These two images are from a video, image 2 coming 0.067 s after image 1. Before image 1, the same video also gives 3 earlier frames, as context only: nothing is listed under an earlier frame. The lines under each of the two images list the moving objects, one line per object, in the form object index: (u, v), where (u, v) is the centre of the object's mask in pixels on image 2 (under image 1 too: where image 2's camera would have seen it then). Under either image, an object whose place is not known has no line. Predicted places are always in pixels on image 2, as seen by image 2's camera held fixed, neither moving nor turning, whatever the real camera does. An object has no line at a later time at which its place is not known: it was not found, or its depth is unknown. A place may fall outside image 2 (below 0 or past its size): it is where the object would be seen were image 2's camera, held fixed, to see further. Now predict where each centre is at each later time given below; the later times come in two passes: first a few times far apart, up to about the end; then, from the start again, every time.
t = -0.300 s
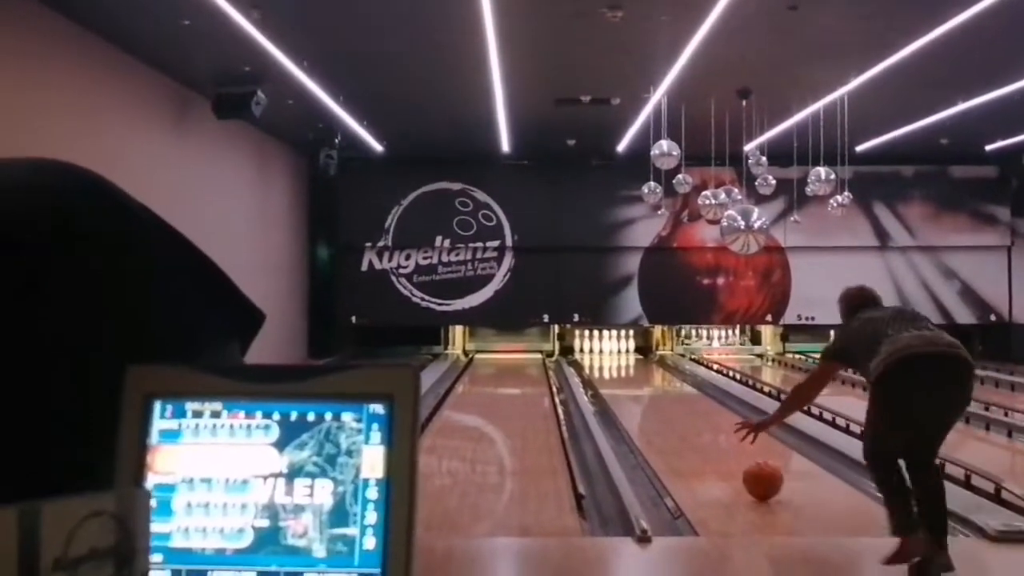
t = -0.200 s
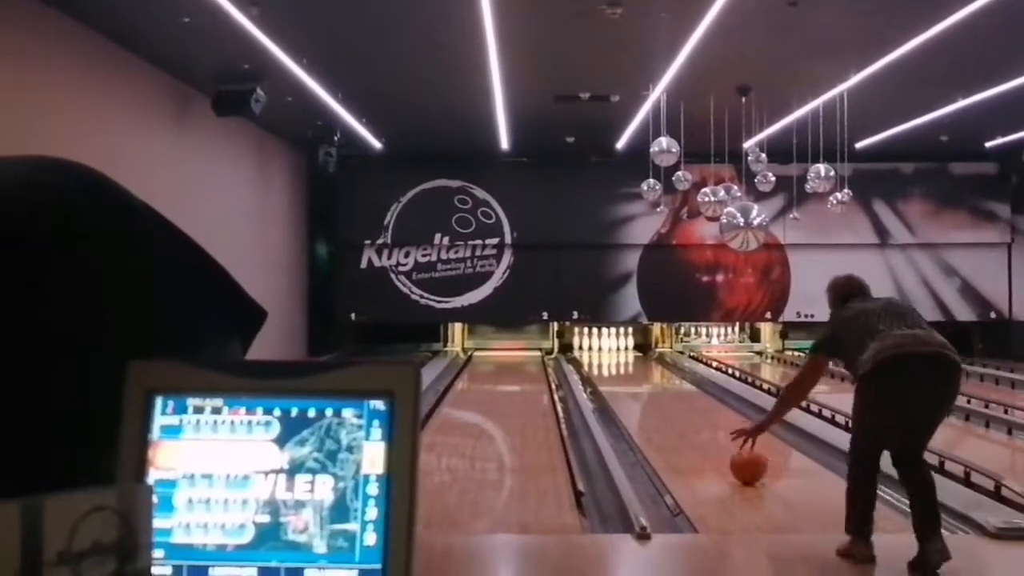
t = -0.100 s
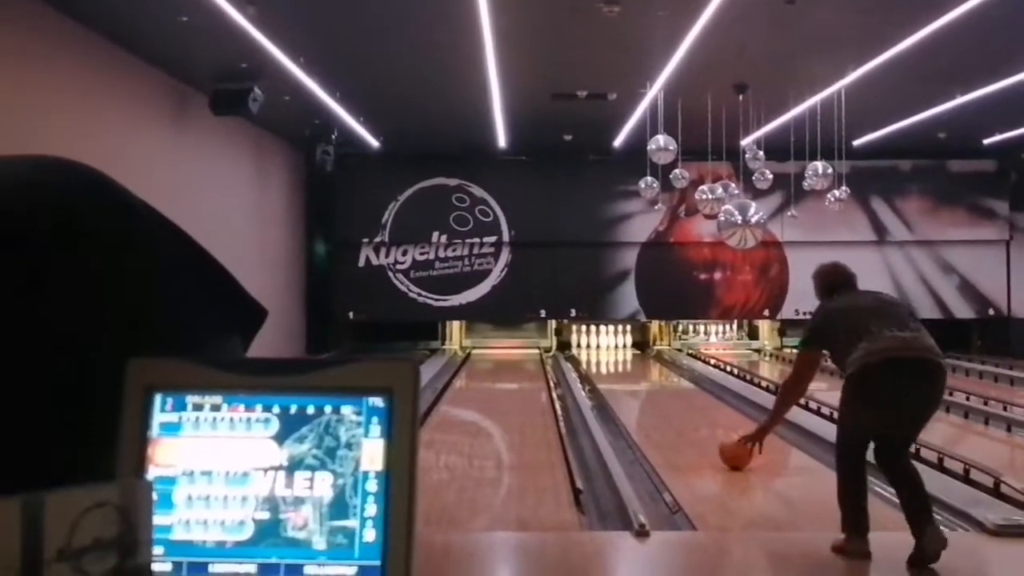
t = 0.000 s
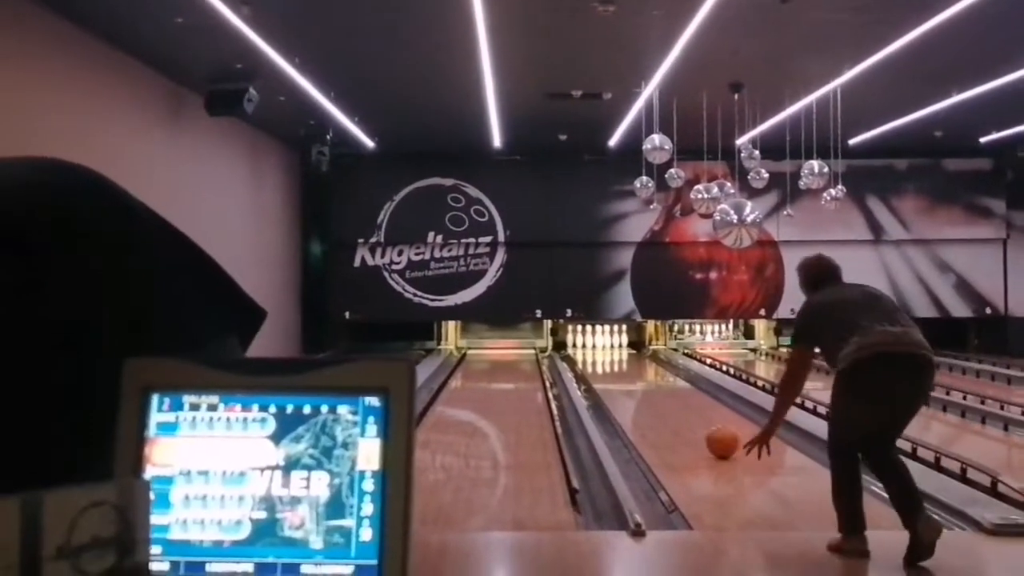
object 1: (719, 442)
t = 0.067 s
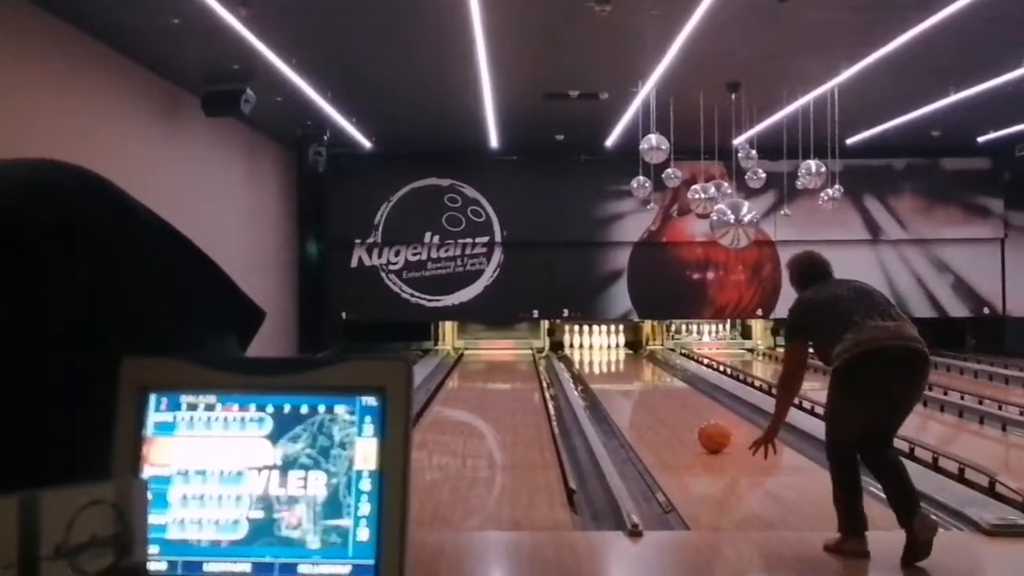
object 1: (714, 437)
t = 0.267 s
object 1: (701, 423)
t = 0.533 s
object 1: (688, 408)
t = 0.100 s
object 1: (711, 434)
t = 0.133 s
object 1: (709, 432)
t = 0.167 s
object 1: (707, 430)
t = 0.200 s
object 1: (705, 427)
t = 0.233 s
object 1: (703, 425)
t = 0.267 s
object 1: (701, 423)
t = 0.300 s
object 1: (699, 421)
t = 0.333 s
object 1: (697, 419)
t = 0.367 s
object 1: (695, 418)
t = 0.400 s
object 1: (694, 415)
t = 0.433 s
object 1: (692, 413)
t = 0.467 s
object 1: (691, 411)
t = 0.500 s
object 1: (689, 410)
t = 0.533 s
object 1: (688, 408)
